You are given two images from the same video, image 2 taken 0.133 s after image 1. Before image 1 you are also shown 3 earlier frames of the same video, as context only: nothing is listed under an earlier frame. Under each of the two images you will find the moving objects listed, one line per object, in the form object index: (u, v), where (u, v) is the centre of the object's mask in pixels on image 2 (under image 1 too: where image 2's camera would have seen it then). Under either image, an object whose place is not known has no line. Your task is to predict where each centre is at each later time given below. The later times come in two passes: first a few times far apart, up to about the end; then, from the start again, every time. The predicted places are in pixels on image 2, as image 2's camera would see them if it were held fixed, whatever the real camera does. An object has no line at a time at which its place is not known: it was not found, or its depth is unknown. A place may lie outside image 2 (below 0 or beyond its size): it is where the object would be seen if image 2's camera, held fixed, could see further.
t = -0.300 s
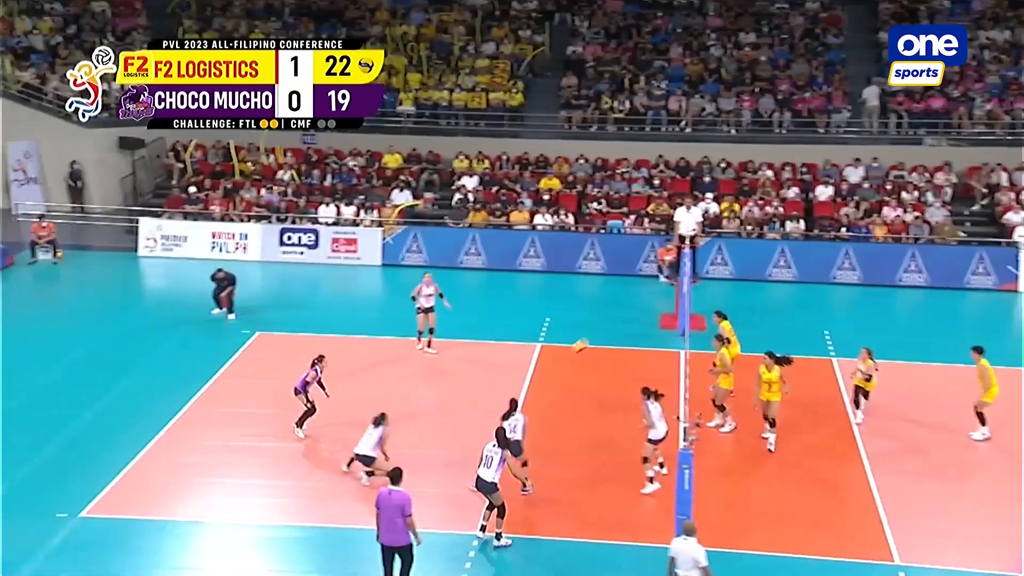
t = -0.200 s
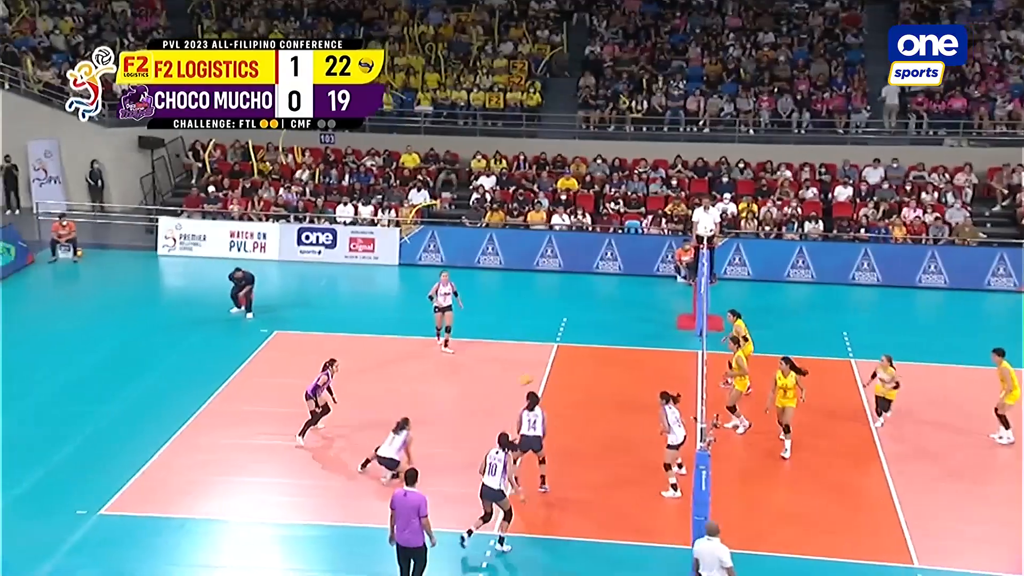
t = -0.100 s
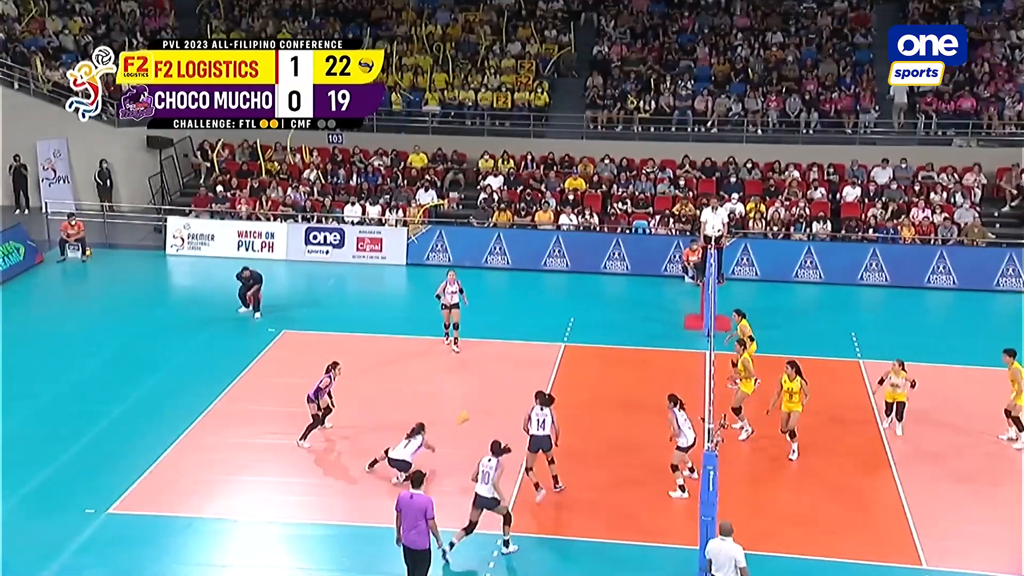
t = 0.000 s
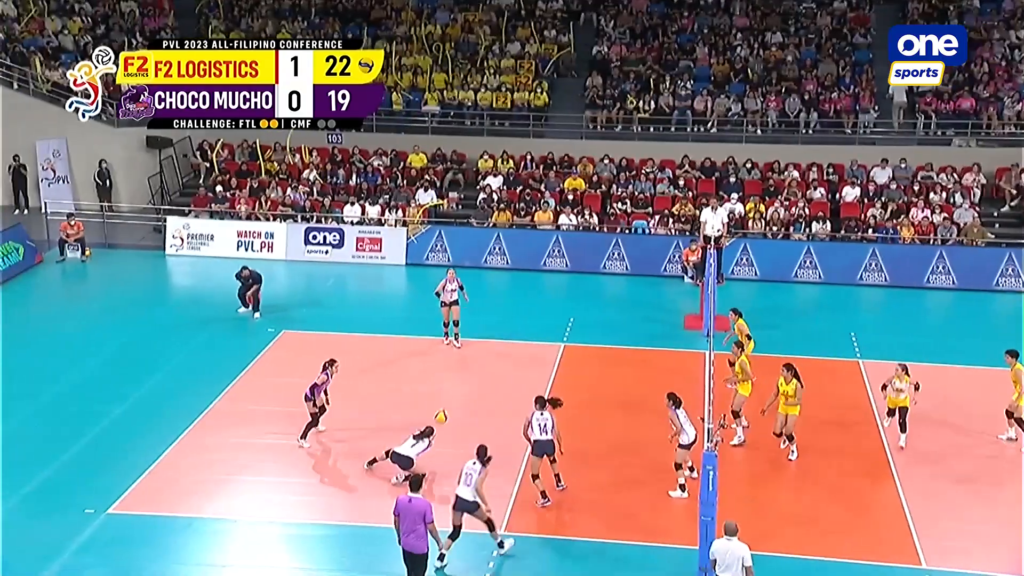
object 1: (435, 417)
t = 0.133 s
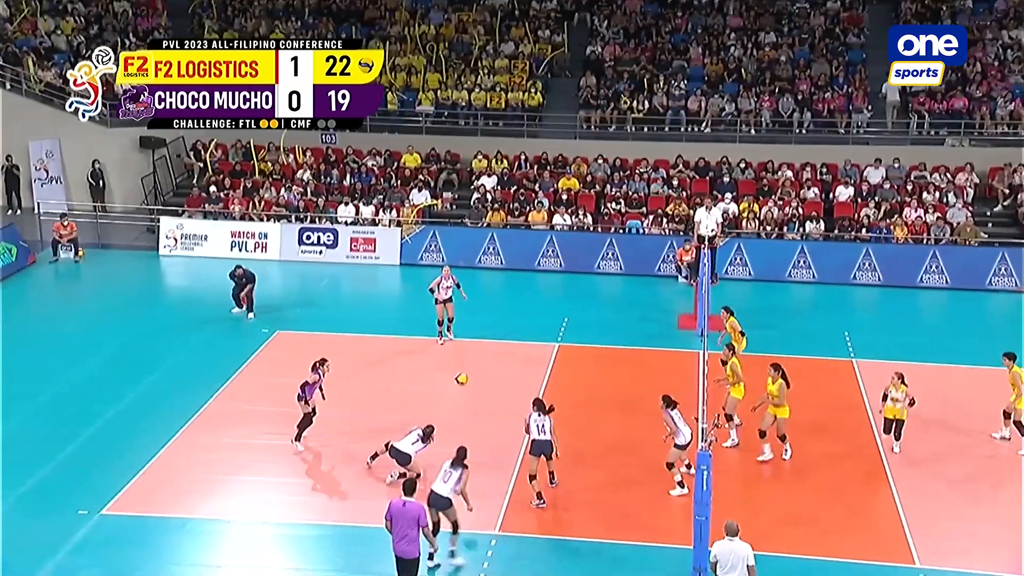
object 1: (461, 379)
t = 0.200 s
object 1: (473, 365)
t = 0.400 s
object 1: (512, 336)
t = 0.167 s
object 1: (467, 371)
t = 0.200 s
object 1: (473, 365)
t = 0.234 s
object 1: (480, 357)
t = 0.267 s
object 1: (486, 352)
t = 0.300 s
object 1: (492, 348)
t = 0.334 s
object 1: (499, 343)
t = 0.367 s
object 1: (505, 339)
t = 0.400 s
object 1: (512, 336)
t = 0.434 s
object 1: (518, 333)
